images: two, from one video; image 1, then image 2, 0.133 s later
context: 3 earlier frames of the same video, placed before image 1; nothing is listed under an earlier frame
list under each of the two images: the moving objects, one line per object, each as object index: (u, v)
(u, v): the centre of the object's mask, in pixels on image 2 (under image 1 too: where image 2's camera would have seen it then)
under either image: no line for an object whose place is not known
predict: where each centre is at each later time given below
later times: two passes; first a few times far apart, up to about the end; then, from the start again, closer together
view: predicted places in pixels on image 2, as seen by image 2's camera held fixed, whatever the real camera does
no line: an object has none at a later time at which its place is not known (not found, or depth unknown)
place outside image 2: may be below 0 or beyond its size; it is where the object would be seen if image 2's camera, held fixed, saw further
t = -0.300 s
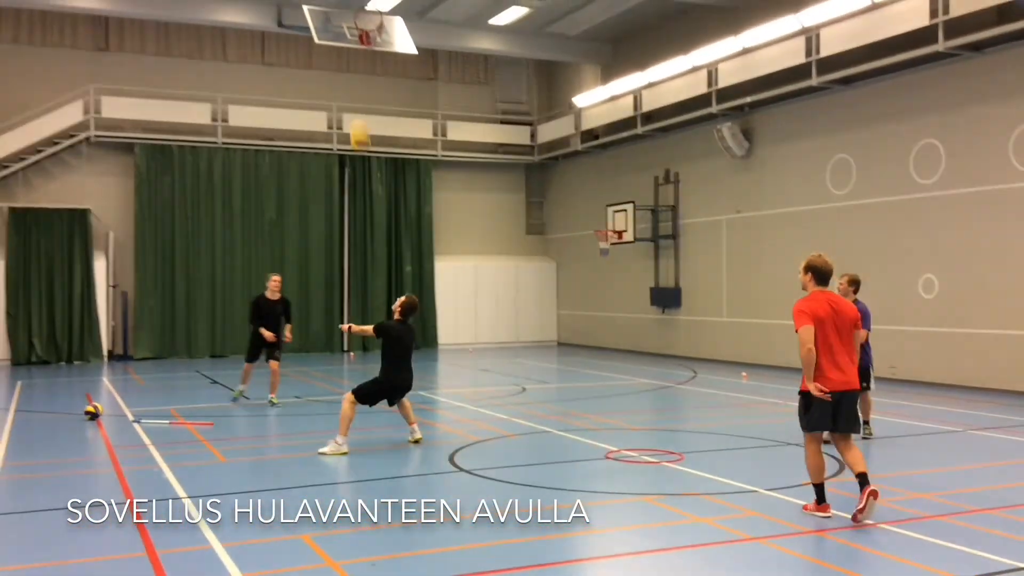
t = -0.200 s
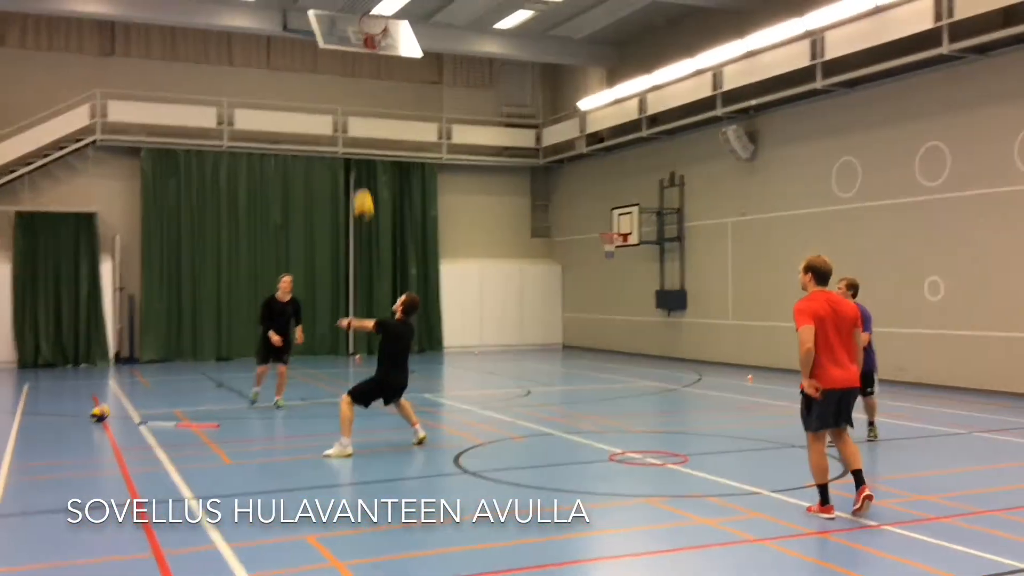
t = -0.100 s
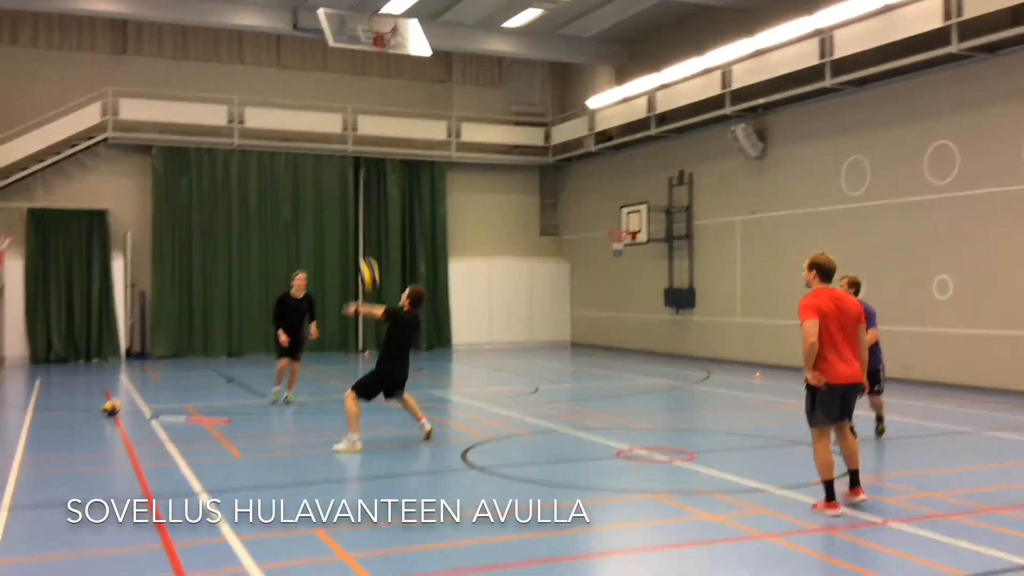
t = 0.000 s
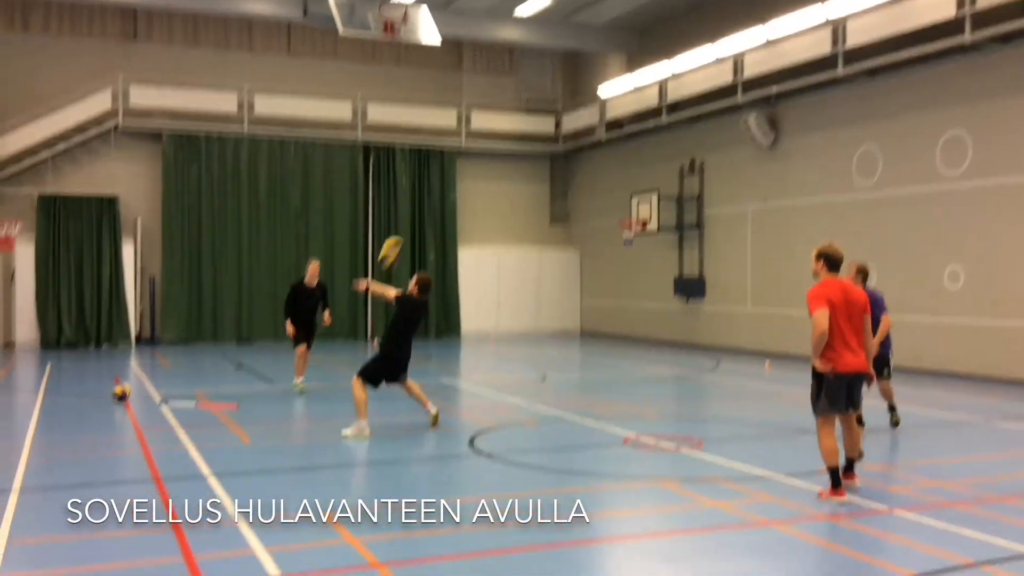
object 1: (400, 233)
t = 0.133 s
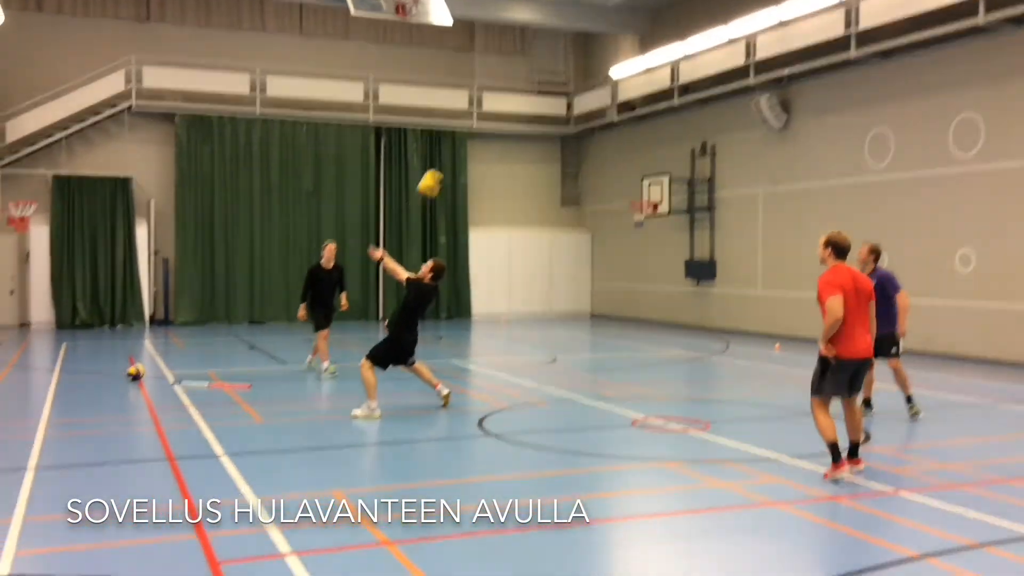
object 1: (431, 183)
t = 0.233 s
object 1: (452, 158)
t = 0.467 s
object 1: (506, 132)
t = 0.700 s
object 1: (563, 165)
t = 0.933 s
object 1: (620, 258)
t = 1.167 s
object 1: (685, 417)
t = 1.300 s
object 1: (709, 375)
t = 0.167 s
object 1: (438, 174)
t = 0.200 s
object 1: (445, 165)
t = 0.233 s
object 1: (452, 158)
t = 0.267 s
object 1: (460, 151)
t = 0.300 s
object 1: (468, 144)
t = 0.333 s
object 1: (476, 139)
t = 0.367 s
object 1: (484, 136)
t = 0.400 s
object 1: (492, 134)
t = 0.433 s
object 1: (499, 133)
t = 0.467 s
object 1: (506, 132)
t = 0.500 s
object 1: (514, 132)
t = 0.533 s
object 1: (523, 134)
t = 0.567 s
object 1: (531, 137)
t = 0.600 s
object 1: (539, 142)
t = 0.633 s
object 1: (547, 148)
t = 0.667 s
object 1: (555, 156)
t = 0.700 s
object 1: (563, 165)
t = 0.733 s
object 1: (570, 175)
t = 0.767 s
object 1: (579, 186)
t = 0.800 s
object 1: (586, 197)
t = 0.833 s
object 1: (595, 210)
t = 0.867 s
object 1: (603, 225)
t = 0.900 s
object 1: (610, 242)
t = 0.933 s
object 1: (620, 258)
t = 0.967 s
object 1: (630, 273)
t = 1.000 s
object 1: (636, 295)
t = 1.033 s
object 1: (647, 318)
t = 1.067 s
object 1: (657, 339)
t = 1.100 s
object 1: (667, 364)
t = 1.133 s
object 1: (674, 390)
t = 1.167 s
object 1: (685, 417)
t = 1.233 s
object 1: (699, 408)
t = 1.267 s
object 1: (704, 391)
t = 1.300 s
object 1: (709, 375)
